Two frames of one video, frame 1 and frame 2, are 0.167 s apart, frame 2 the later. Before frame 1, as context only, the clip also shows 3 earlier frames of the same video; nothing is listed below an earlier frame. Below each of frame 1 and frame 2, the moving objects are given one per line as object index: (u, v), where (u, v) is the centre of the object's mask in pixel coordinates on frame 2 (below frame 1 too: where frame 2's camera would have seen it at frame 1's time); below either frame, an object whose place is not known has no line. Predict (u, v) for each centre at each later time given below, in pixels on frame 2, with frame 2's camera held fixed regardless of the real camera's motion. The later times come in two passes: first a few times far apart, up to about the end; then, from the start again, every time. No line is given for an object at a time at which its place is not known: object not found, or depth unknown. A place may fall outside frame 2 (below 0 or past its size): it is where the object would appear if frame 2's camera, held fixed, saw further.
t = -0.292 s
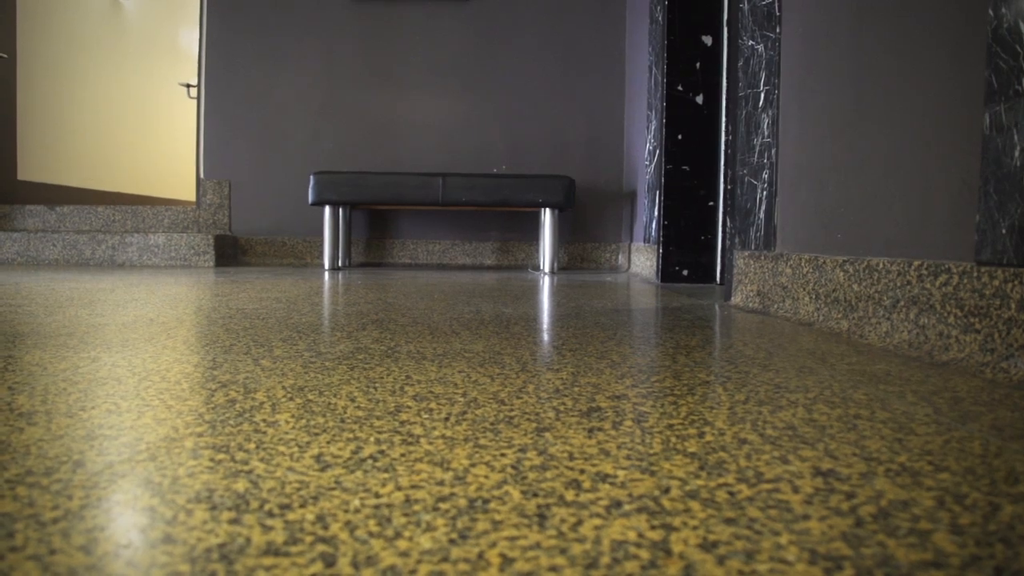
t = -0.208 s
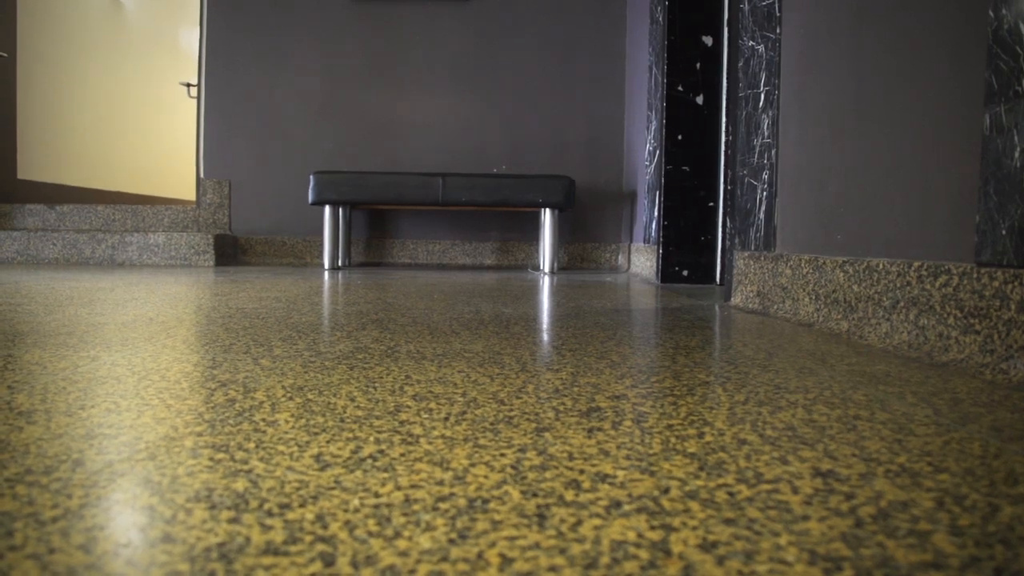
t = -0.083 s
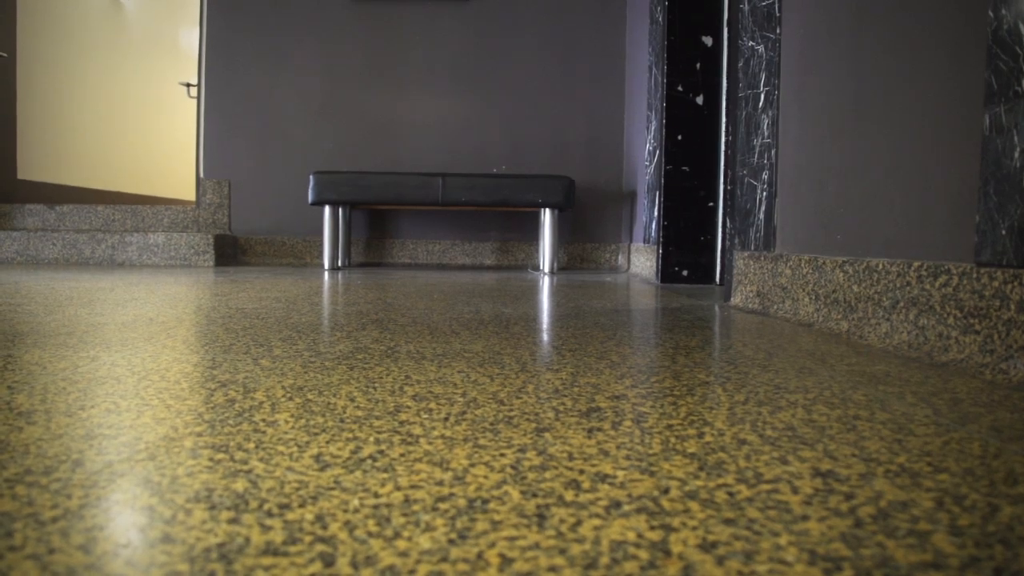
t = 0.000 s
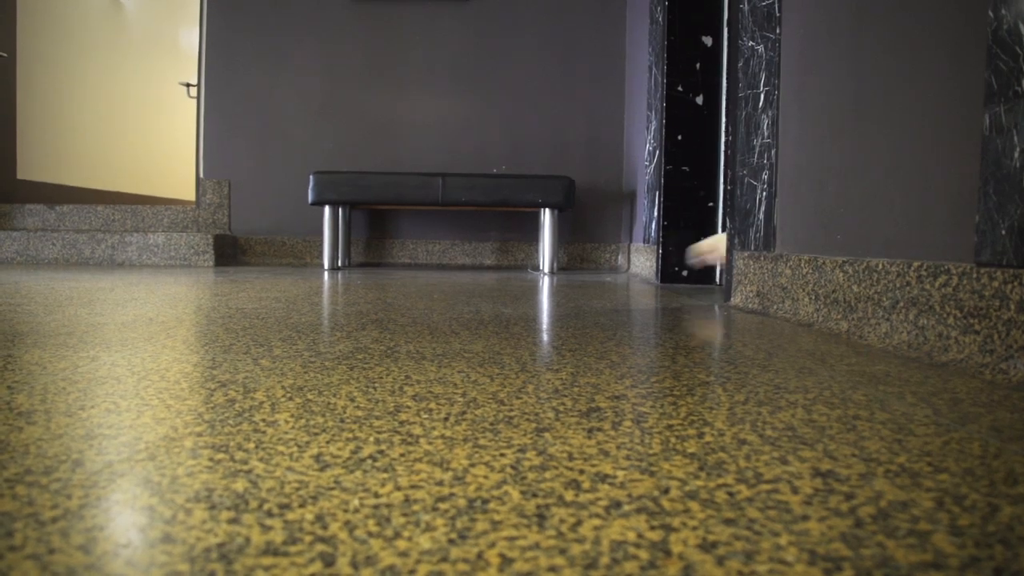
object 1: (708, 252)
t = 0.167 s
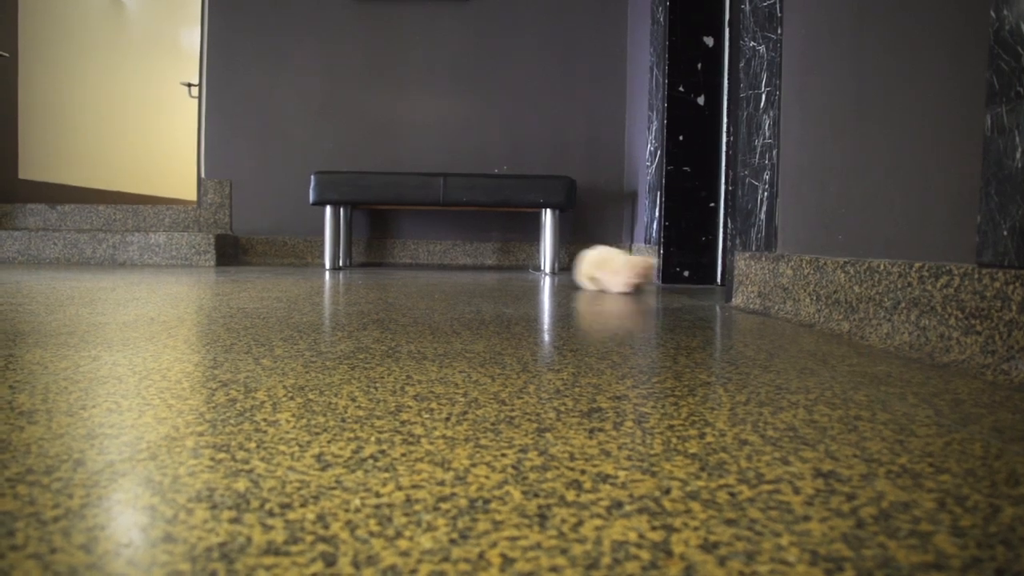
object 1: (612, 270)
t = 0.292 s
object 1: (538, 268)
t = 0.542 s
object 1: (442, 264)
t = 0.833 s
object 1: (390, 267)
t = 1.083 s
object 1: (374, 265)
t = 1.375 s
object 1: (387, 266)
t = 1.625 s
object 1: (393, 267)
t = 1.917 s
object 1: (394, 268)
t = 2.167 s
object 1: (394, 268)
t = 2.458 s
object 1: (393, 267)
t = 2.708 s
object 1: (393, 267)
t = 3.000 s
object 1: (393, 268)
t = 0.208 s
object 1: (587, 269)
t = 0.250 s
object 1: (561, 268)
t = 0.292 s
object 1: (538, 268)
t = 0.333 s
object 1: (517, 268)
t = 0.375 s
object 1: (498, 267)
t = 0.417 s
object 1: (481, 267)
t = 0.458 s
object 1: (466, 266)
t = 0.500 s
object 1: (453, 265)
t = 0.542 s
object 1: (442, 264)
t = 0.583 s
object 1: (432, 262)
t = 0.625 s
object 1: (423, 261)
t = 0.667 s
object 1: (414, 261)
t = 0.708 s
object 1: (406, 263)
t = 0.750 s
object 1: (400, 266)
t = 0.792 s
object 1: (395, 267)
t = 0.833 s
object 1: (390, 267)
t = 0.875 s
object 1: (387, 266)
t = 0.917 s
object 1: (383, 264)
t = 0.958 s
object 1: (378, 264)
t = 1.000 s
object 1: (376, 264)
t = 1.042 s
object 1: (374, 265)
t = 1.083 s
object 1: (374, 265)
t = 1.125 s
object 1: (375, 265)
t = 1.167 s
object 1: (377, 265)
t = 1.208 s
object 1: (379, 265)
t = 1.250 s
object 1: (382, 265)
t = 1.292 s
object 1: (384, 266)
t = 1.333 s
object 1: (385, 266)
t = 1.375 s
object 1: (387, 266)
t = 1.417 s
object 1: (388, 266)
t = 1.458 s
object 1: (390, 267)
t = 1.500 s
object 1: (391, 267)
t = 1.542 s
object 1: (392, 267)
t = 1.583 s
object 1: (393, 267)
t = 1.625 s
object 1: (393, 267)
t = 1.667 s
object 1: (394, 267)
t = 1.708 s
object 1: (394, 267)
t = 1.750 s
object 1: (394, 267)
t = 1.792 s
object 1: (394, 268)
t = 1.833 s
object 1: (394, 268)
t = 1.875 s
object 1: (394, 268)
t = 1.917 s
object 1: (394, 268)
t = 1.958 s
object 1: (393, 268)
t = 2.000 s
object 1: (394, 268)
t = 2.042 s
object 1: (393, 267)
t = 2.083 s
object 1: (393, 267)
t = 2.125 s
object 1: (393, 267)
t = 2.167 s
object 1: (394, 268)
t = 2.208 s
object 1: (393, 268)
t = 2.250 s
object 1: (393, 268)
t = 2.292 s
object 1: (393, 268)
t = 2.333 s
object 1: (393, 268)
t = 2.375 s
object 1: (393, 268)
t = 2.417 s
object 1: (393, 268)
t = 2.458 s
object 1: (393, 267)
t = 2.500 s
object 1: (393, 267)
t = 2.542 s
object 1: (393, 267)
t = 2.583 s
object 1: (393, 268)
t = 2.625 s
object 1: (393, 267)
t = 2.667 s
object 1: (393, 268)
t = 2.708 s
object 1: (393, 267)
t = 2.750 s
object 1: (393, 267)
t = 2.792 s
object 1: (393, 268)
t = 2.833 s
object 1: (393, 268)
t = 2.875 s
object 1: (393, 268)
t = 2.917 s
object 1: (393, 268)
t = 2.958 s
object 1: (394, 268)
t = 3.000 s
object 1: (393, 268)
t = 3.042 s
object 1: (394, 268)
